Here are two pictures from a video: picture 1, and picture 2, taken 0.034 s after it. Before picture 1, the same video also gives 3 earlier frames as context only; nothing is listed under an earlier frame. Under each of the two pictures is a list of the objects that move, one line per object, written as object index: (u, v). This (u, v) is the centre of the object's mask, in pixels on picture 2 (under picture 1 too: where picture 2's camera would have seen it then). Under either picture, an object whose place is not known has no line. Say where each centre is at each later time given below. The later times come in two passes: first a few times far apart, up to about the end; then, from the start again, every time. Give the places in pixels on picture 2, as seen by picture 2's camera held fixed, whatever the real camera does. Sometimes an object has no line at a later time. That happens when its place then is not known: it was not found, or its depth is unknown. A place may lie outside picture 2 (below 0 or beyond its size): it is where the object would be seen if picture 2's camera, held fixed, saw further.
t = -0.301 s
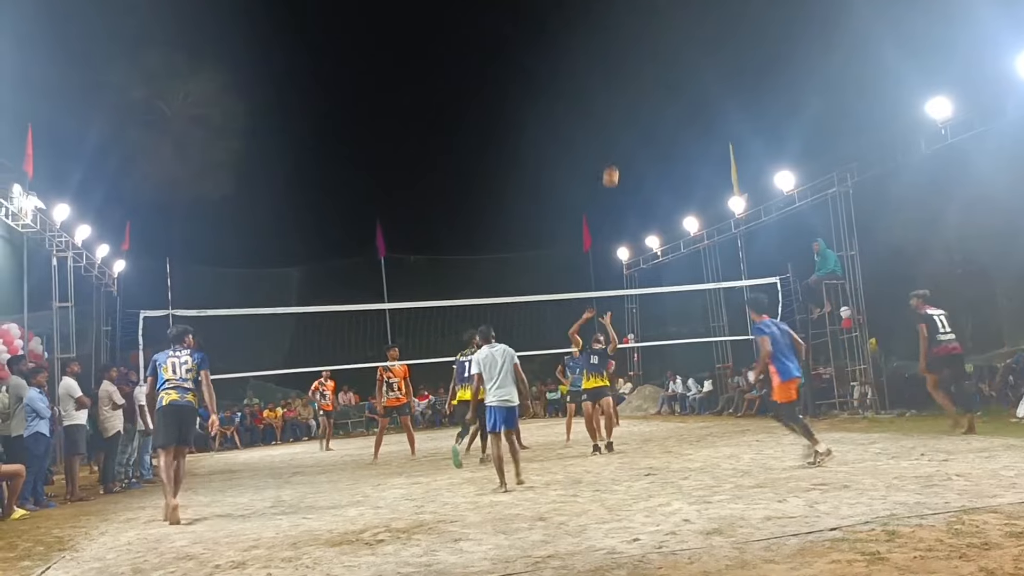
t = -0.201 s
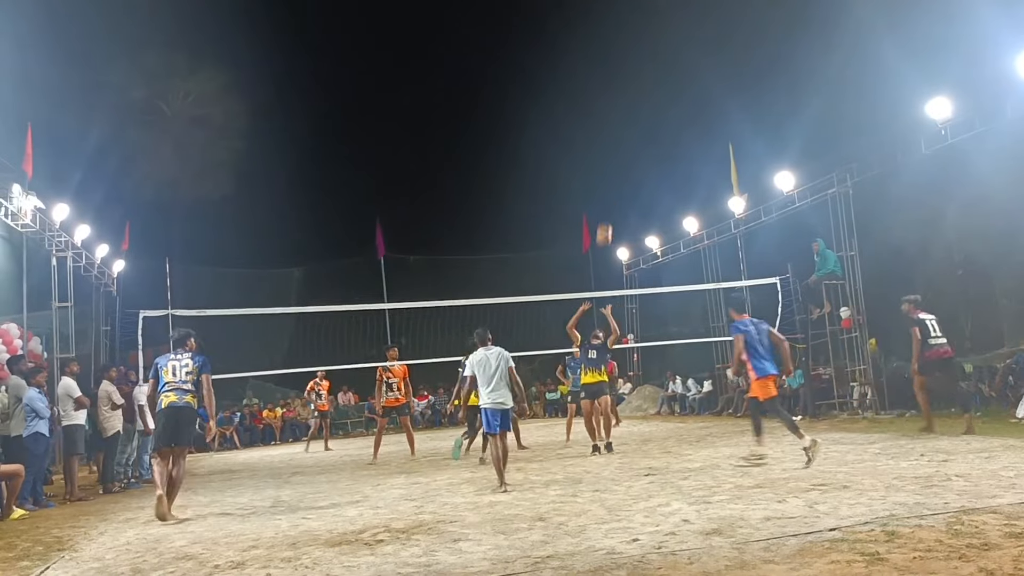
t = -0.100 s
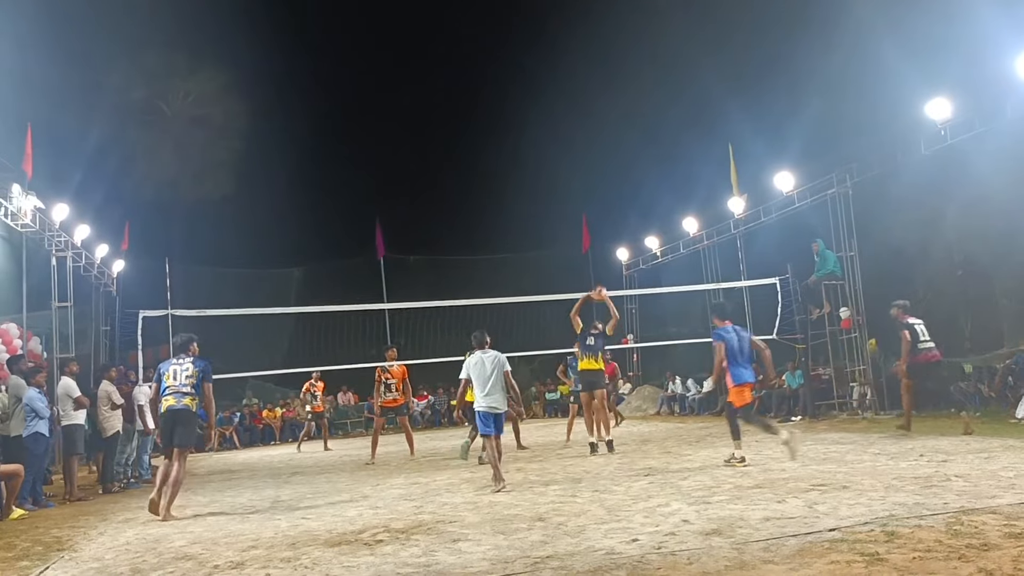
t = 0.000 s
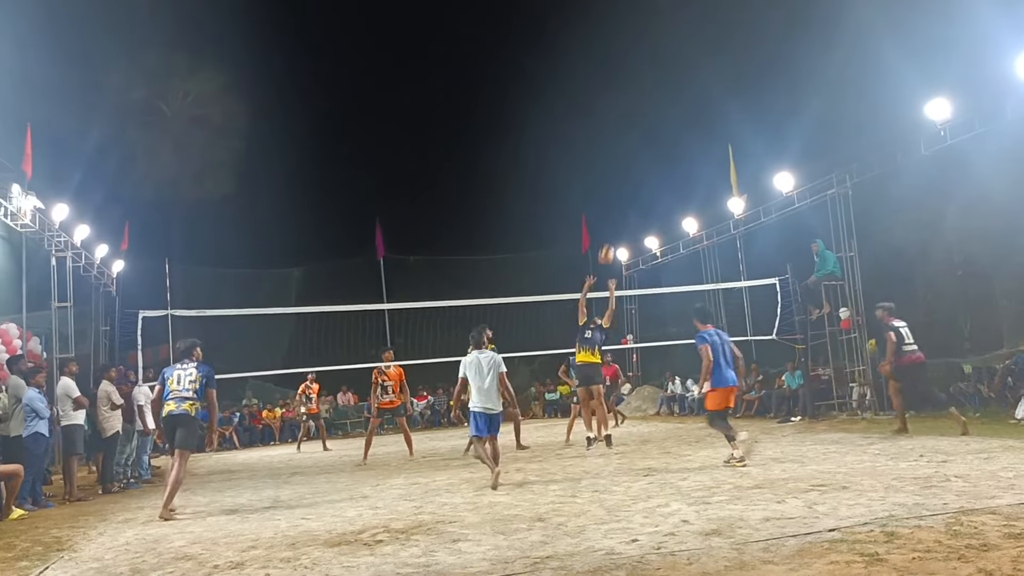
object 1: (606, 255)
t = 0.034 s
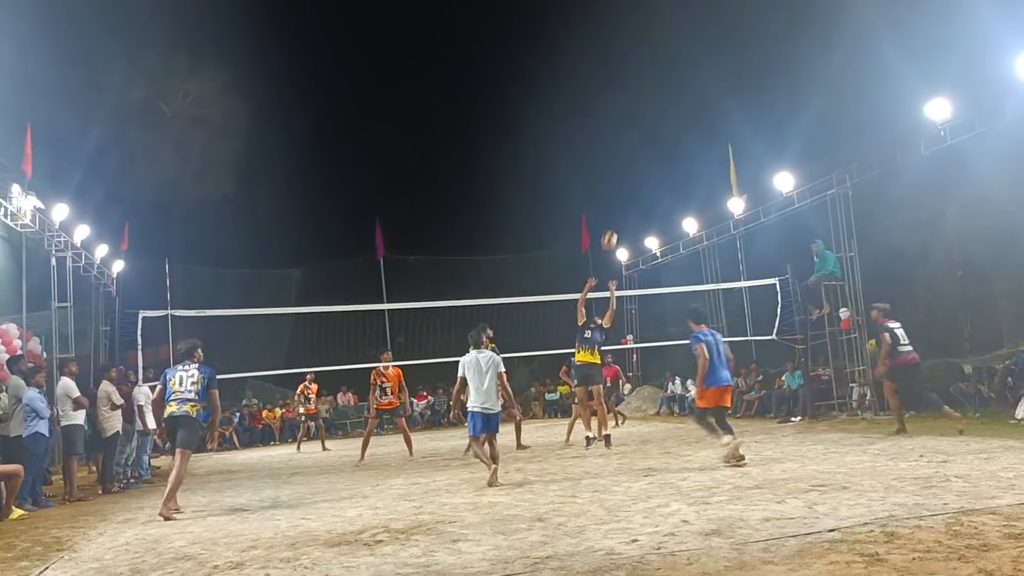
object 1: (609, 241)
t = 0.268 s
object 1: (630, 163)
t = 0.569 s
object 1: (659, 121)
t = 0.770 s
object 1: (680, 125)
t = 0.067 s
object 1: (612, 227)
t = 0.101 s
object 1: (615, 214)
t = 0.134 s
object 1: (618, 202)
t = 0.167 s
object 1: (621, 191)
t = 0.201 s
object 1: (624, 181)
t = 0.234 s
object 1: (627, 171)
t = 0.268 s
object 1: (630, 163)
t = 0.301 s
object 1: (633, 155)
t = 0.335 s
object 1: (636, 148)
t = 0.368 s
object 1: (639, 143)
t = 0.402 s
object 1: (642, 137)
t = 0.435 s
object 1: (645, 133)
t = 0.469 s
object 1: (649, 129)
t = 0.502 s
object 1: (652, 126)
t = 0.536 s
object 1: (655, 123)
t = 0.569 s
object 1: (659, 121)
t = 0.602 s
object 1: (662, 120)
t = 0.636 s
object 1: (665, 120)
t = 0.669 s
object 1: (669, 120)
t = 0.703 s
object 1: (673, 121)
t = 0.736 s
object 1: (676, 123)
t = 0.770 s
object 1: (680, 125)
